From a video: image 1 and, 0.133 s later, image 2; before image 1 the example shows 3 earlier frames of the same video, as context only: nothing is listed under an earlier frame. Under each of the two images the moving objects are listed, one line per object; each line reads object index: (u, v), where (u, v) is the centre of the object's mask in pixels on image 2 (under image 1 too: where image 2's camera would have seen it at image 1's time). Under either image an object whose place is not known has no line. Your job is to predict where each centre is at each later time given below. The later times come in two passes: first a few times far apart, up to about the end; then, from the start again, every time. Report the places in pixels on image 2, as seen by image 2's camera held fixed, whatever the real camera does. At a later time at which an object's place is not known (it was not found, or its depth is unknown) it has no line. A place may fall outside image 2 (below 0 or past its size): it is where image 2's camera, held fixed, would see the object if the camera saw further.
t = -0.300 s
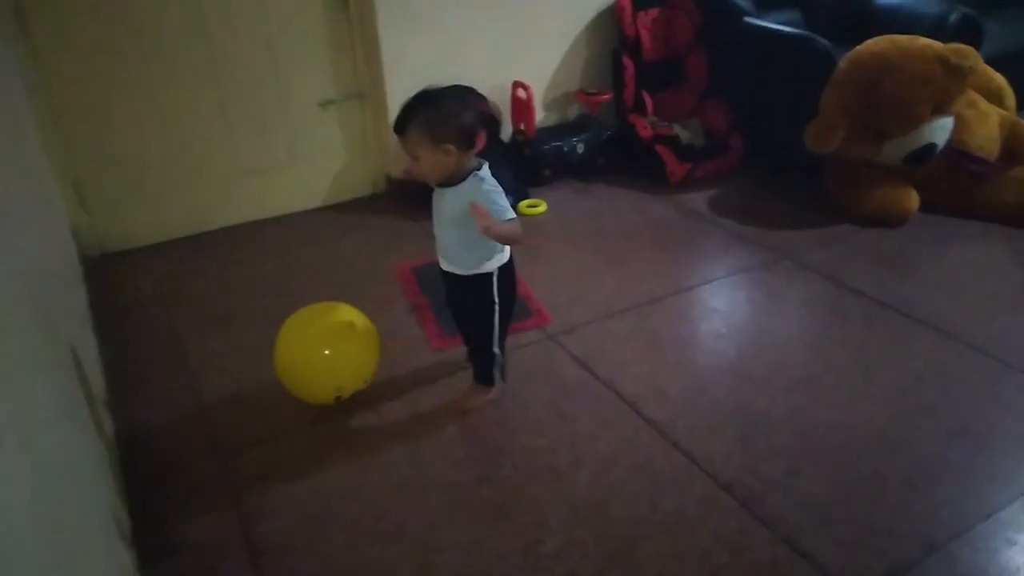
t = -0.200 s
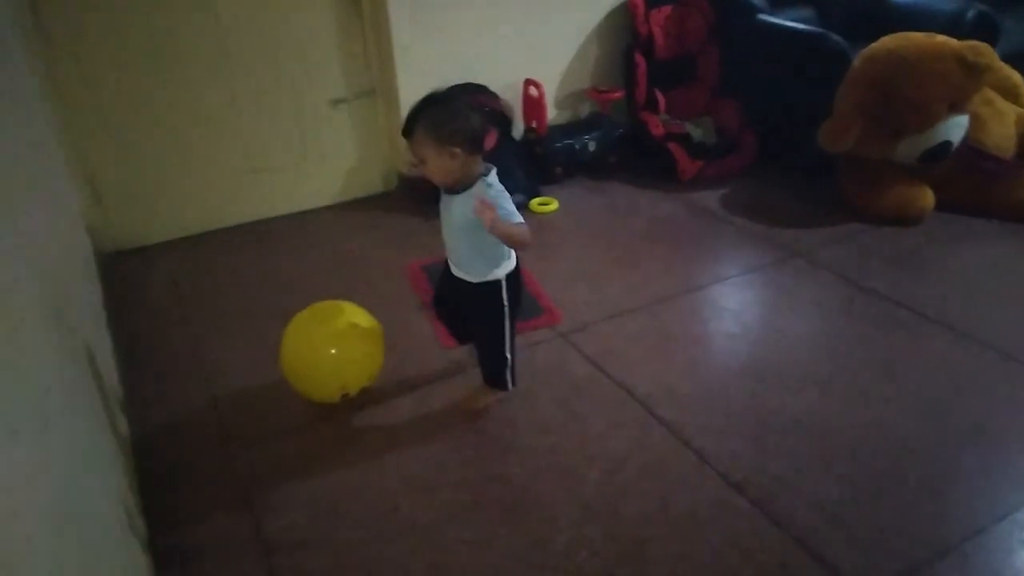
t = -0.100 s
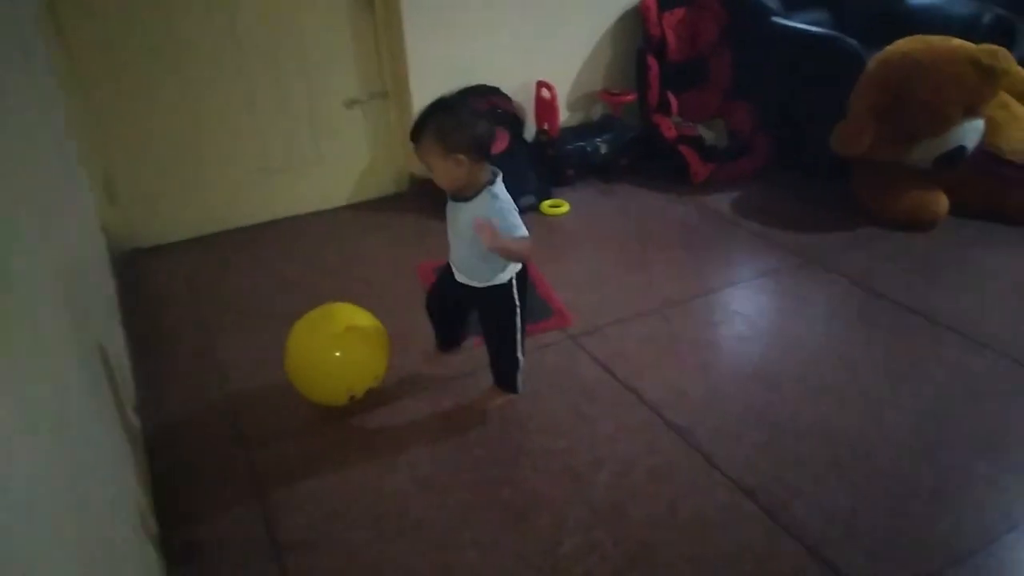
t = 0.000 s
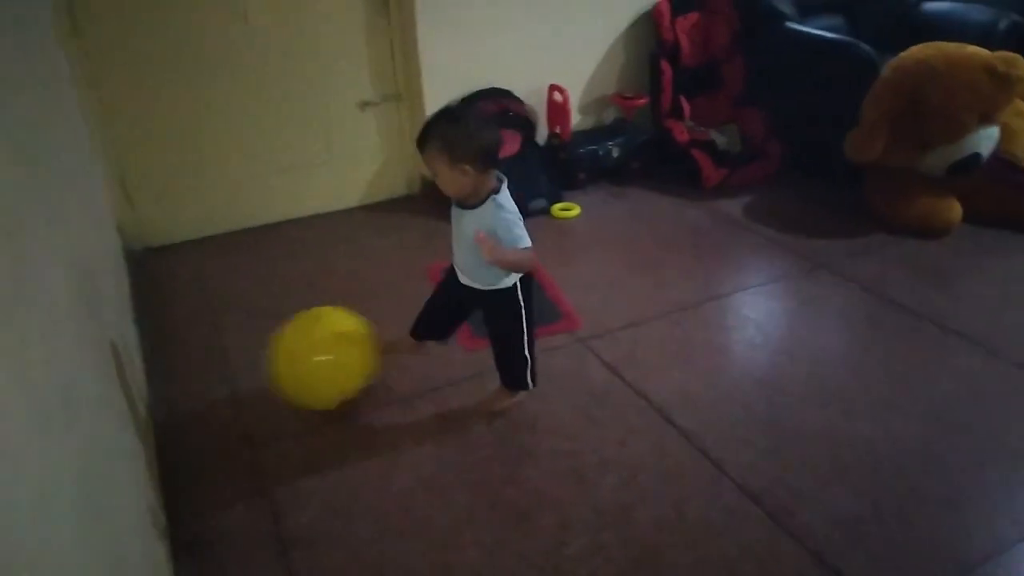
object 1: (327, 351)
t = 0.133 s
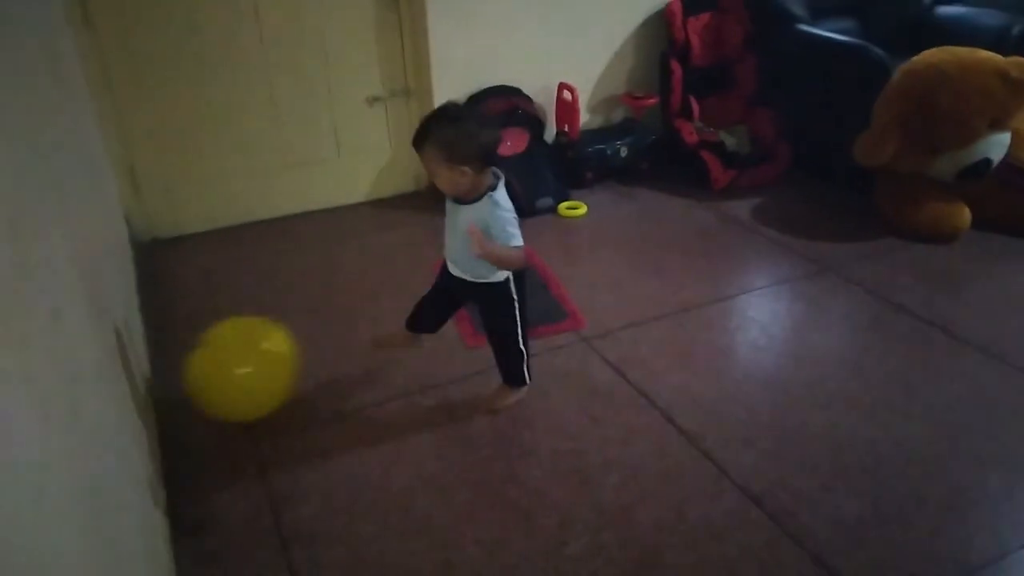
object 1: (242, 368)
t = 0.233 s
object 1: (206, 371)
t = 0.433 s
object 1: (260, 346)
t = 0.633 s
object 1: (297, 333)
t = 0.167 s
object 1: (224, 371)
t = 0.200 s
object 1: (208, 375)
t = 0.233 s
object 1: (206, 371)
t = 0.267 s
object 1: (214, 364)
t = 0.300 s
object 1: (225, 359)
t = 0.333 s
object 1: (237, 357)
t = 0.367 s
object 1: (249, 356)
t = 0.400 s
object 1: (255, 350)
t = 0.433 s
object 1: (260, 346)
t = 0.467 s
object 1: (267, 344)
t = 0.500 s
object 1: (274, 344)
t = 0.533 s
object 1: (280, 340)
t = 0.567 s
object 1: (285, 337)
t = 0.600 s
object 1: (291, 336)
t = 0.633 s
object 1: (297, 333)
